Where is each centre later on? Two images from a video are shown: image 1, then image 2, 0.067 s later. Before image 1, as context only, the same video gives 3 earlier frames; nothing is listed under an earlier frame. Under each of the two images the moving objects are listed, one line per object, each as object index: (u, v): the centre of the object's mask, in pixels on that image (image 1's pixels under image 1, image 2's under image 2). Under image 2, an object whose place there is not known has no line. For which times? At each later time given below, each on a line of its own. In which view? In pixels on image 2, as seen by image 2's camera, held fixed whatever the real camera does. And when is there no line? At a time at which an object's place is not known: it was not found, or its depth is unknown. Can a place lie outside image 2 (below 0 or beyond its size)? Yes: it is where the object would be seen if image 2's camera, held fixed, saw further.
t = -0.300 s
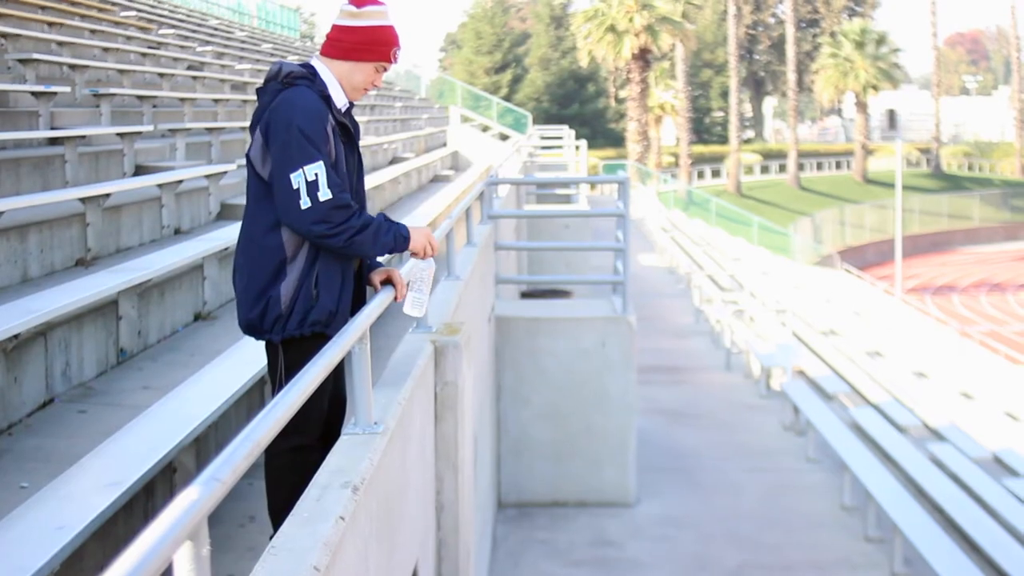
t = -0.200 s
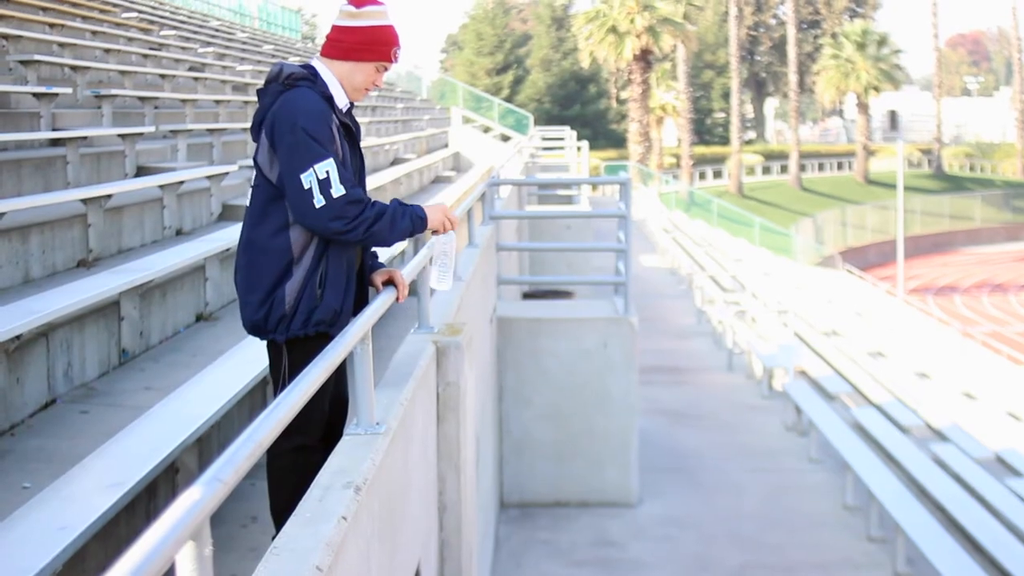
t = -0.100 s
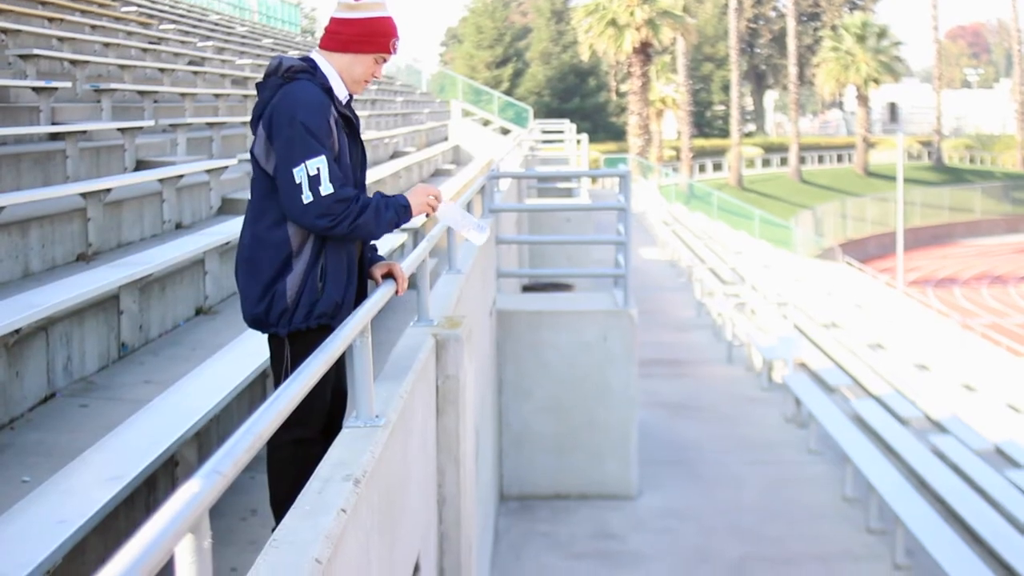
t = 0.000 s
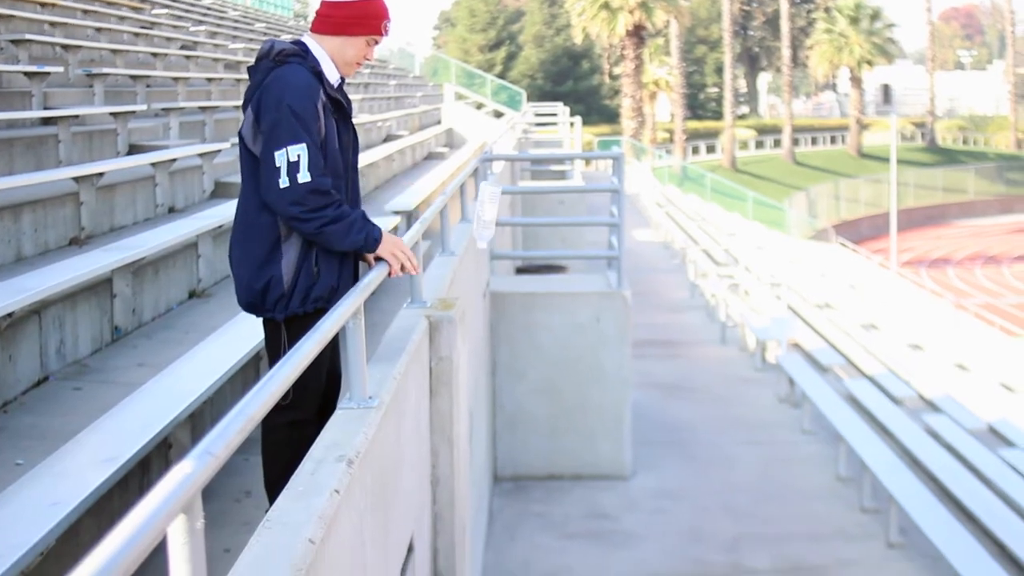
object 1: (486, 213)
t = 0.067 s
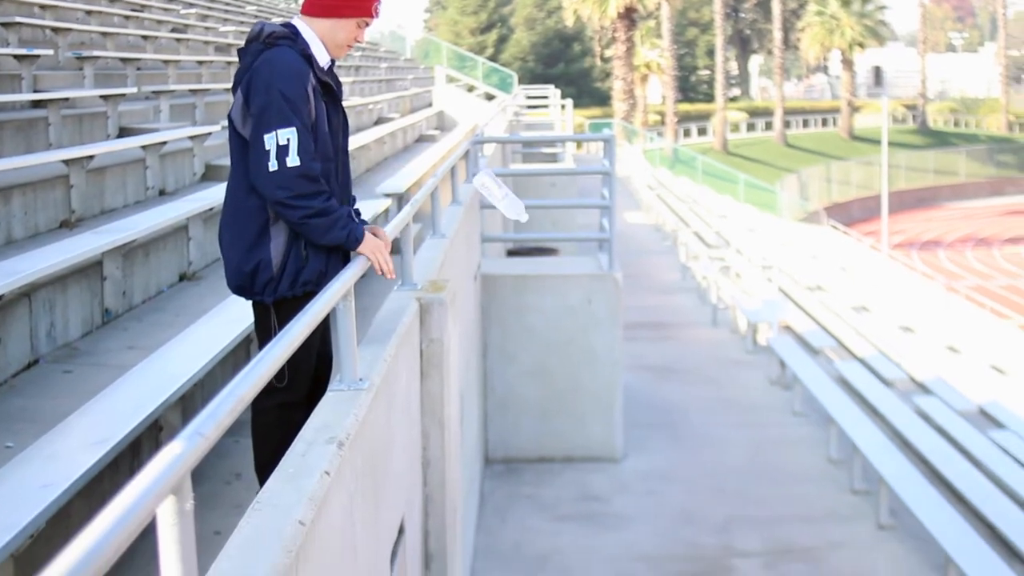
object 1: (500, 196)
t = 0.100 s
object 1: (507, 203)
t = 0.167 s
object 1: (518, 225)
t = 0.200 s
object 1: (523, 240)
